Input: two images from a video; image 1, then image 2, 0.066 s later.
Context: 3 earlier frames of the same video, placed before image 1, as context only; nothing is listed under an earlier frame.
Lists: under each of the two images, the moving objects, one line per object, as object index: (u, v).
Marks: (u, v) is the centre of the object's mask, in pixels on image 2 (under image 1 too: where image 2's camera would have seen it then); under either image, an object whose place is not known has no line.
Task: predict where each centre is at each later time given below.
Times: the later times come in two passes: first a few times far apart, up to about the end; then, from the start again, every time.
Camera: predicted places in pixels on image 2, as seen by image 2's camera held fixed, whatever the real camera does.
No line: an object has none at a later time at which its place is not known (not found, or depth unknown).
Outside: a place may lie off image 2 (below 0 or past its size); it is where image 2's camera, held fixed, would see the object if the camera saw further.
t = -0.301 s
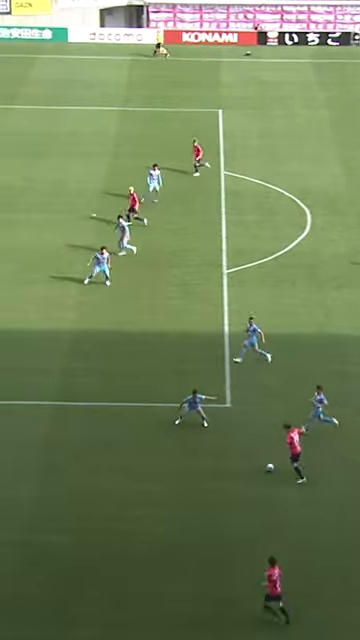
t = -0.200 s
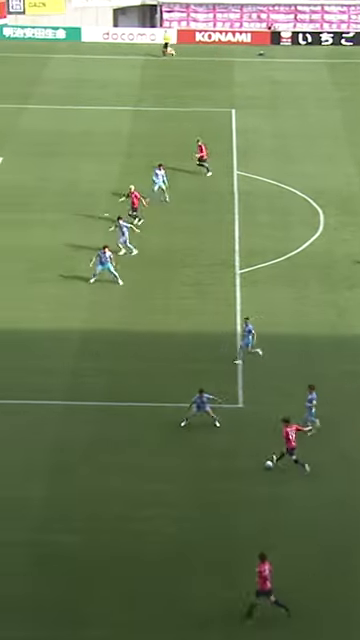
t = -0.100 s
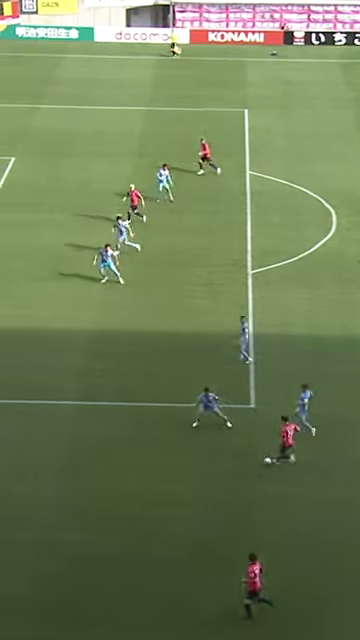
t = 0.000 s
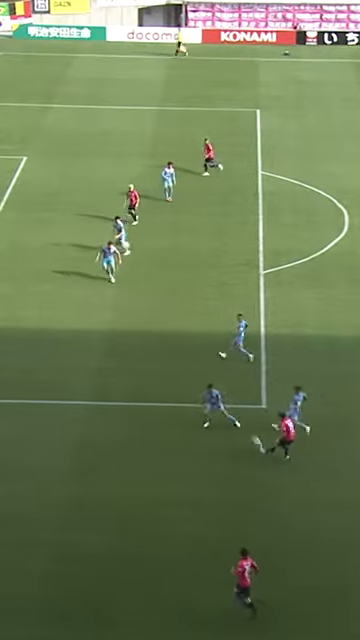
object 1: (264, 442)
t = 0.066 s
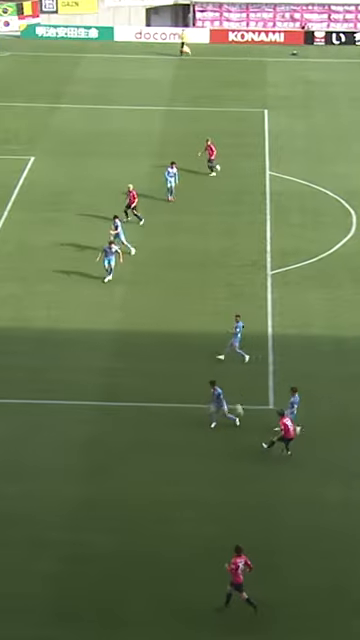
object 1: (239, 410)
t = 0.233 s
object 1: (187, 339)
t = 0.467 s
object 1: (135, 268)
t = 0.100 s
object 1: (227, 393)
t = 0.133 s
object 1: (216, 379)
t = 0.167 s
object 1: (205, 365)
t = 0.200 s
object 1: (196, 353)
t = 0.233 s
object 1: (187, 339)
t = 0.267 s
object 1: (178, 327)
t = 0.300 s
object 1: (170, 316)
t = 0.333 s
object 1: (163, 304)
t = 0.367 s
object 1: (156, 294)
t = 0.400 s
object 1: (147, 286)
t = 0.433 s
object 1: (142, 277)
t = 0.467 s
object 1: (135, 268)
